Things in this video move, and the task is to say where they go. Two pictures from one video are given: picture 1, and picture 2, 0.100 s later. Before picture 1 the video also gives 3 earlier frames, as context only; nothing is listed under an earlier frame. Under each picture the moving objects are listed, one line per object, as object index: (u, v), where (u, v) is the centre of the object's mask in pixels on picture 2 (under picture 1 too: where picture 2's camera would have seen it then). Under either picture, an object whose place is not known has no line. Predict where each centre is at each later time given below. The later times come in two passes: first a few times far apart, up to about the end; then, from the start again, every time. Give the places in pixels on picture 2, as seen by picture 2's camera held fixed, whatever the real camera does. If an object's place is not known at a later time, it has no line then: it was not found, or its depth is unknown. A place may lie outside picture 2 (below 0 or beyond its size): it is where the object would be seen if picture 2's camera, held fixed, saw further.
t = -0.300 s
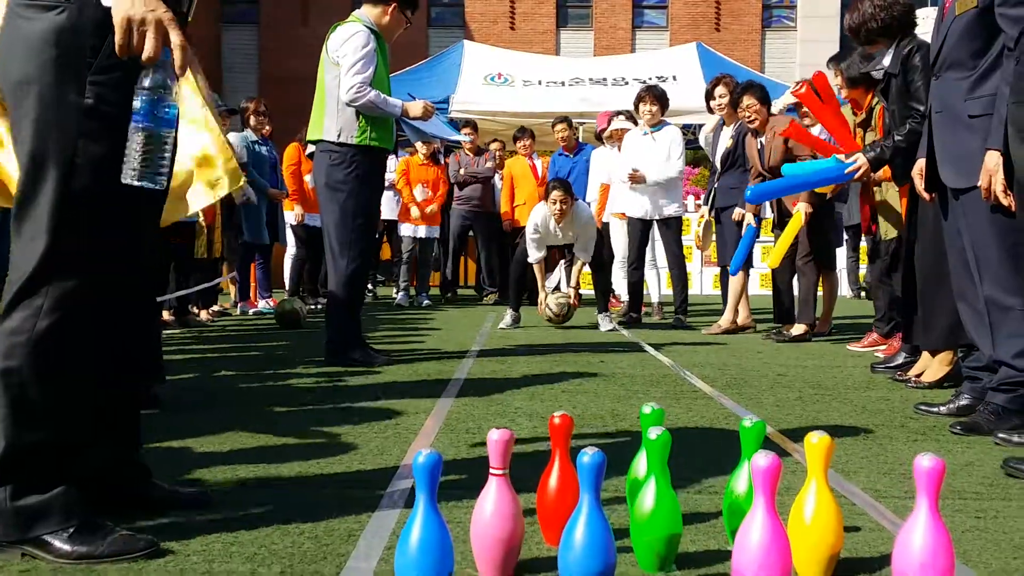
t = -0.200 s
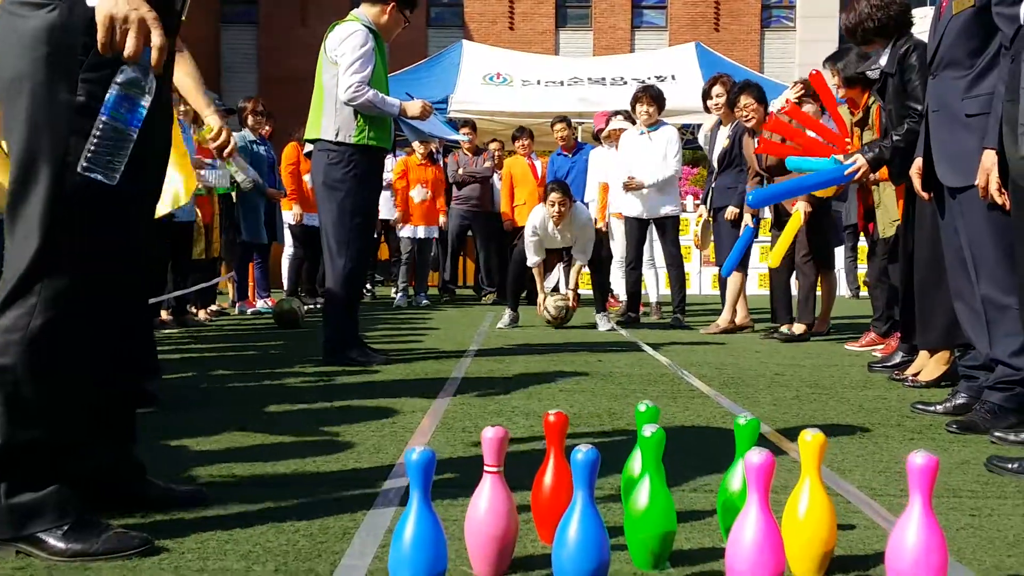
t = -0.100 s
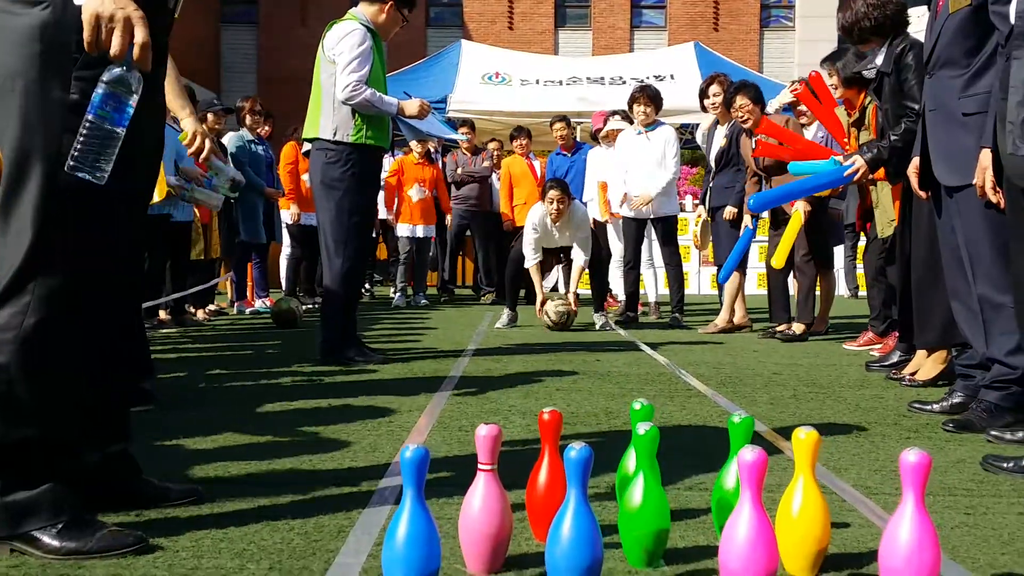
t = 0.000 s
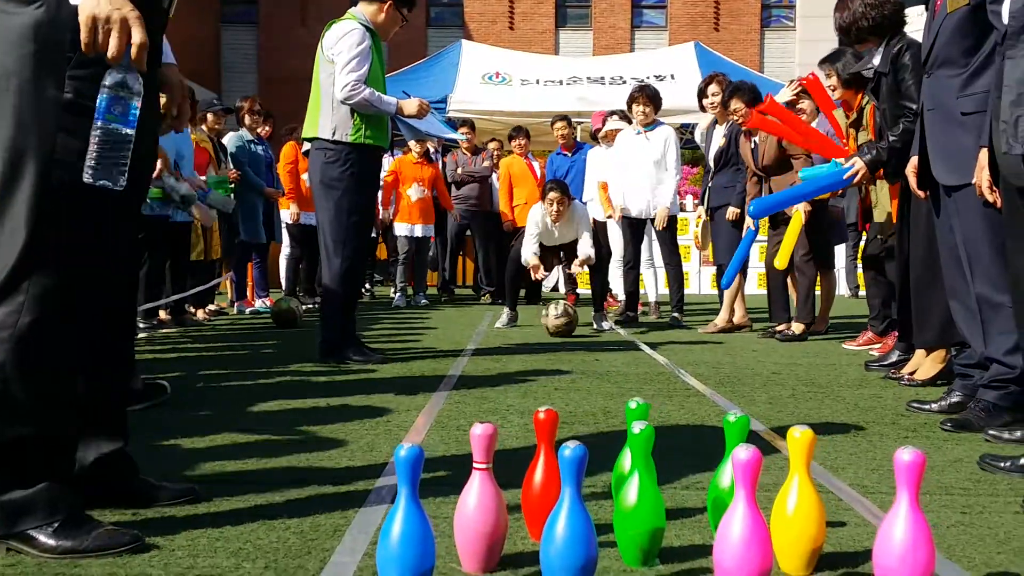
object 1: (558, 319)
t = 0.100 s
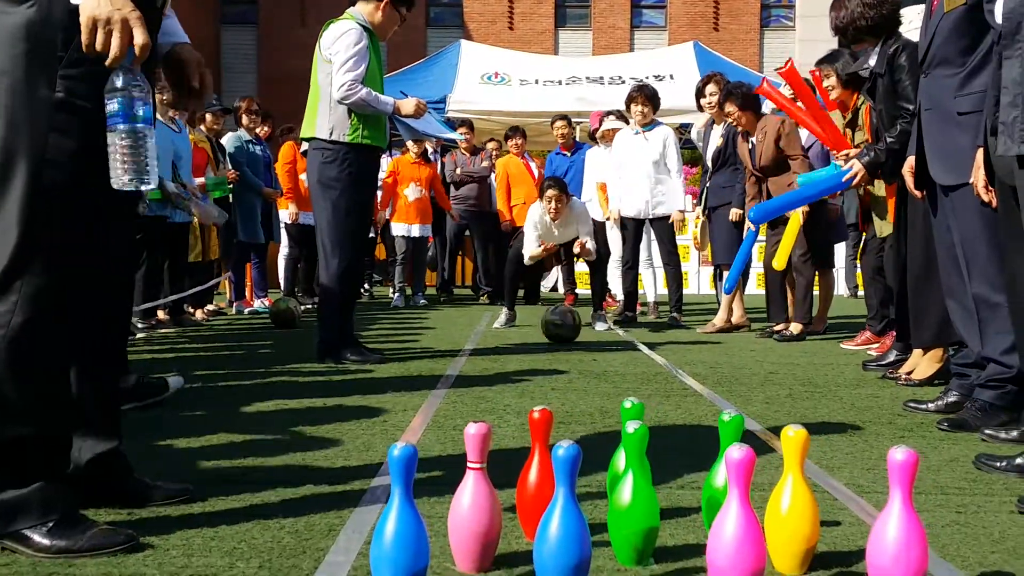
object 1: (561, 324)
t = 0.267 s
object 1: (567, 333)
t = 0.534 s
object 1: (577, 351)
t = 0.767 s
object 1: (590, 373)
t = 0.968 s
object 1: (598, 403)
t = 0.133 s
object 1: (562, 326)
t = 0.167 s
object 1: (563, 329)
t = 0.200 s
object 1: (565, 329)
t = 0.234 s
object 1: (566, 332)
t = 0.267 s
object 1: (567, 333)
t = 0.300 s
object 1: (568, 336)
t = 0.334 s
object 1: (569, 338)
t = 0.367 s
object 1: (571, 339)
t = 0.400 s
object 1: (572, 342)
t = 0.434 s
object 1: (573, 344)
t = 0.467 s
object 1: (574, 346)
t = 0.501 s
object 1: (576, 349)
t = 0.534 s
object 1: (577, 351)
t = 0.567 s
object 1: (579, 354)
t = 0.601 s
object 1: (580, 357)
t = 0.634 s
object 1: (582, 360)
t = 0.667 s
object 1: (584, 362)
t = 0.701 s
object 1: (586, 366)
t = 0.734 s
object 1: (587, 371)
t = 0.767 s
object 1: (590, 373)
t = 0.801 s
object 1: (591, 378)
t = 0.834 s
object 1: (593, 382)
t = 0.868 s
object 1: (594, 386)
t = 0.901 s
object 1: (595, 392)
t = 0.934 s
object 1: (597, 397)
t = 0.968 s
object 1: (598, 403)
